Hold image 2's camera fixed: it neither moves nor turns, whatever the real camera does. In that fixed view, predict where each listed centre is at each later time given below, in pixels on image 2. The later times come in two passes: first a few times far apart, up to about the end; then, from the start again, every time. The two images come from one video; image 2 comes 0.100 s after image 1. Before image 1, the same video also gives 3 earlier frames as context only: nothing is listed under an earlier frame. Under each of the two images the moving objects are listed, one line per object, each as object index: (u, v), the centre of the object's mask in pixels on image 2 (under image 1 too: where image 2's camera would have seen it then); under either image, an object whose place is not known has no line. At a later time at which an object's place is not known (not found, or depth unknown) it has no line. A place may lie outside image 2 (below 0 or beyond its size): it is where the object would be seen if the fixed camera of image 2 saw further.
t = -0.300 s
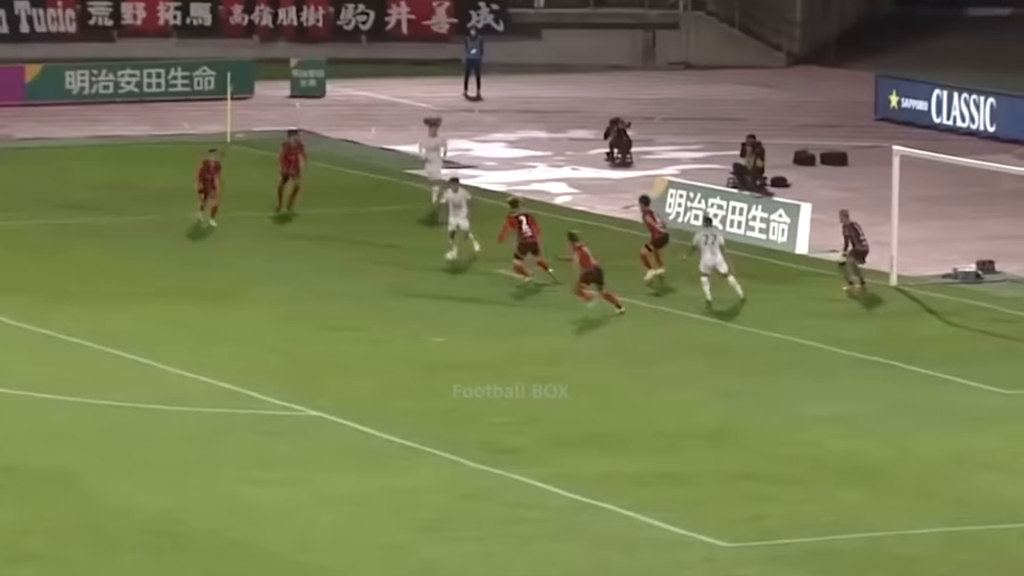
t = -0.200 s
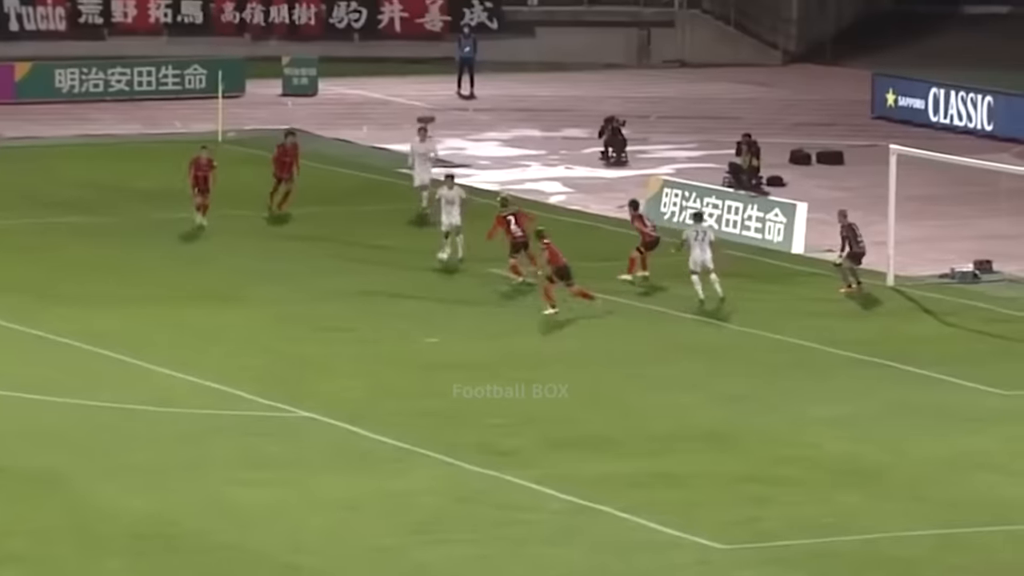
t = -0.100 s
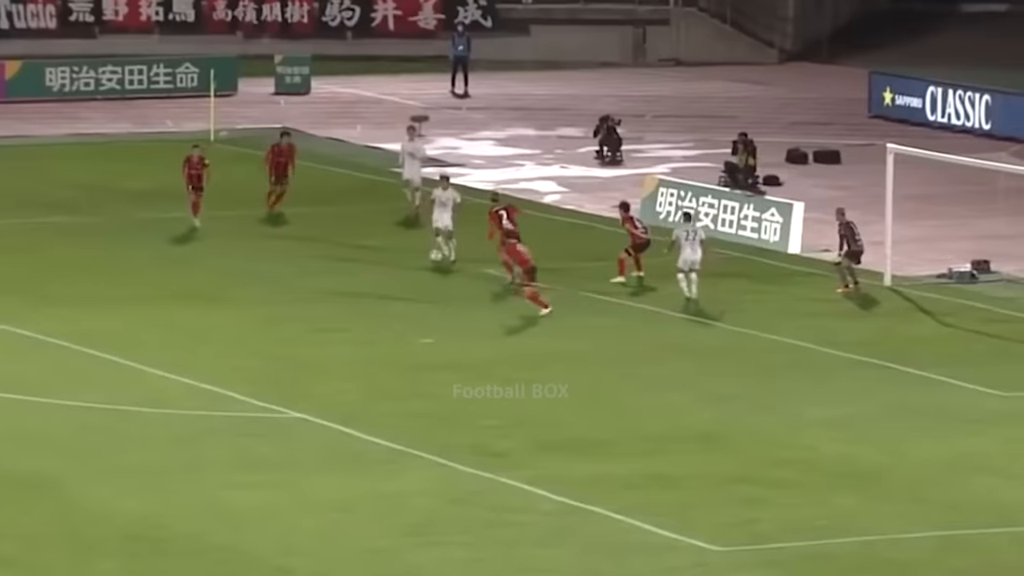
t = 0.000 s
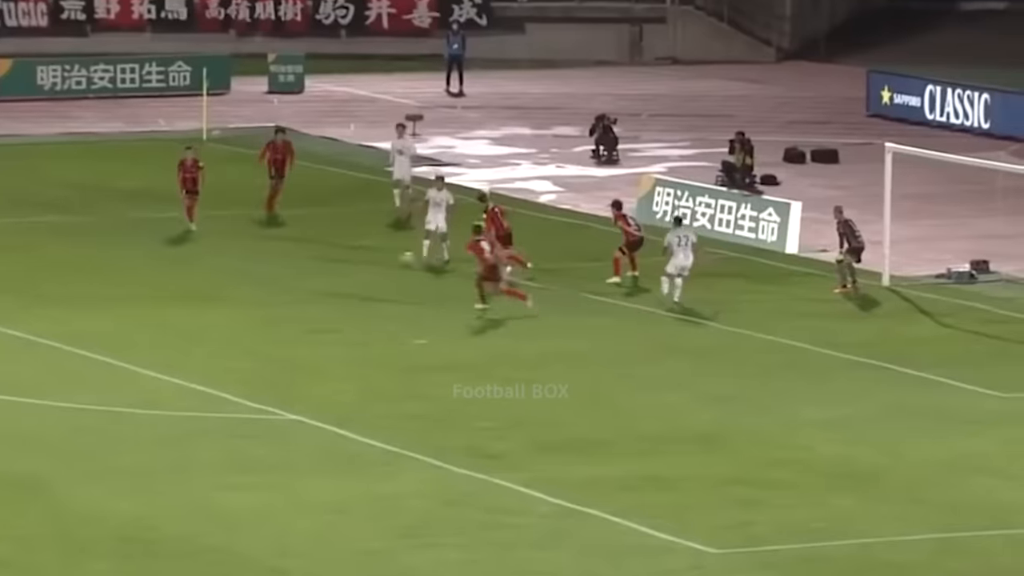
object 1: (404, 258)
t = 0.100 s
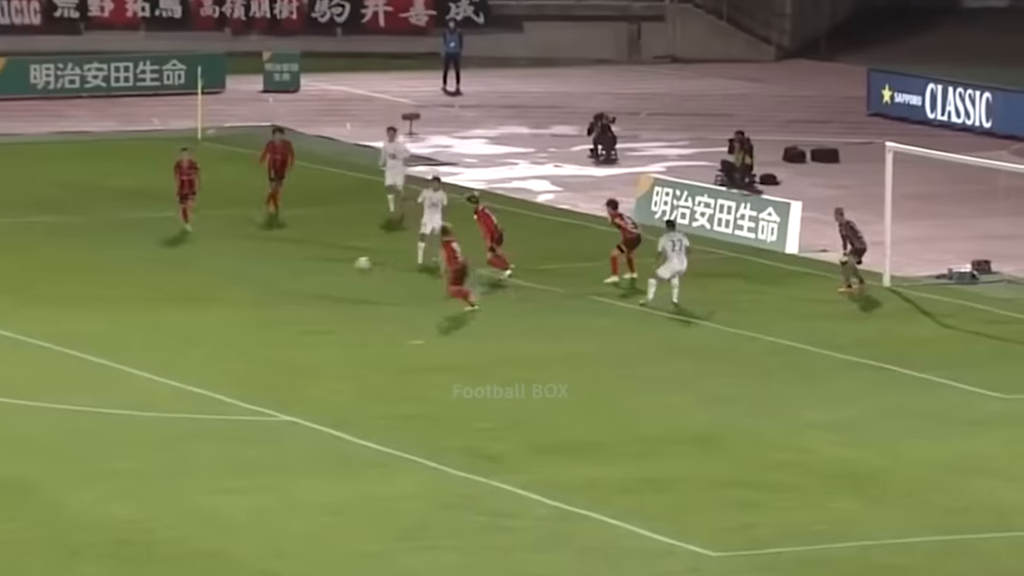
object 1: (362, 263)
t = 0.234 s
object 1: (308, 271)
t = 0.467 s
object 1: (218, 286)
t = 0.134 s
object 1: (348, 266)
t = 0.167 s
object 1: (335, 269)
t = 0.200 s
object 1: (322, 270)
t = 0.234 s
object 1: (308, 271)
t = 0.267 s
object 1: (295, 274)
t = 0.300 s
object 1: (282, 277)
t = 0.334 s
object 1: (269, 279)
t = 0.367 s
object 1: (255, 280)
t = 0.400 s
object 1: (243, 282)
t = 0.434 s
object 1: (231, 284)
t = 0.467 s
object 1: (218, 286)
